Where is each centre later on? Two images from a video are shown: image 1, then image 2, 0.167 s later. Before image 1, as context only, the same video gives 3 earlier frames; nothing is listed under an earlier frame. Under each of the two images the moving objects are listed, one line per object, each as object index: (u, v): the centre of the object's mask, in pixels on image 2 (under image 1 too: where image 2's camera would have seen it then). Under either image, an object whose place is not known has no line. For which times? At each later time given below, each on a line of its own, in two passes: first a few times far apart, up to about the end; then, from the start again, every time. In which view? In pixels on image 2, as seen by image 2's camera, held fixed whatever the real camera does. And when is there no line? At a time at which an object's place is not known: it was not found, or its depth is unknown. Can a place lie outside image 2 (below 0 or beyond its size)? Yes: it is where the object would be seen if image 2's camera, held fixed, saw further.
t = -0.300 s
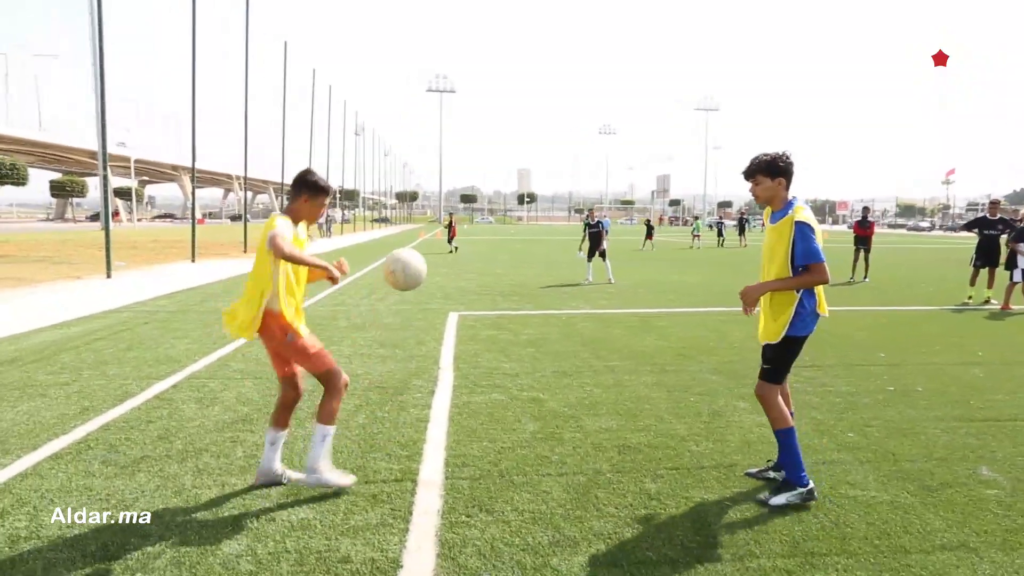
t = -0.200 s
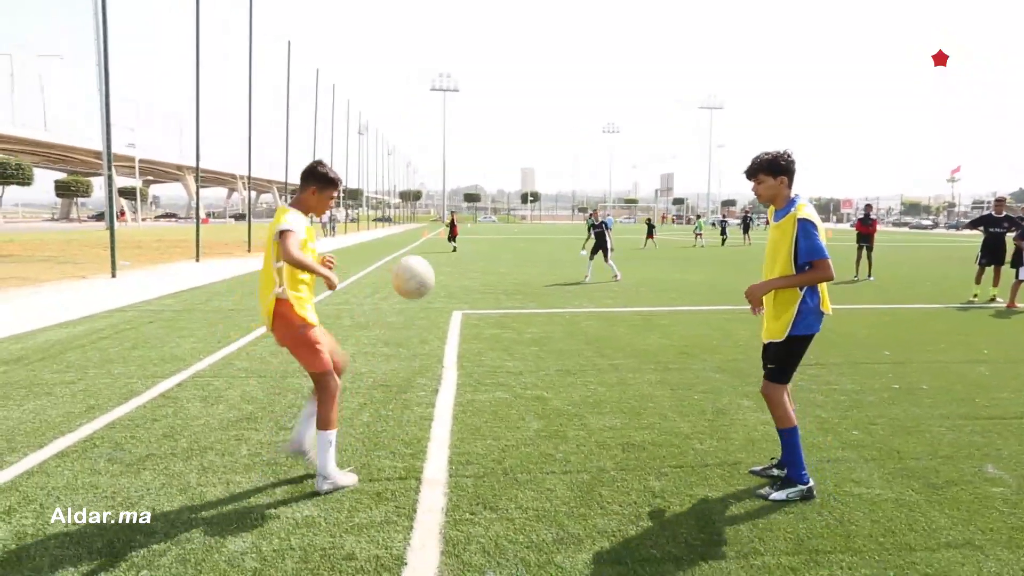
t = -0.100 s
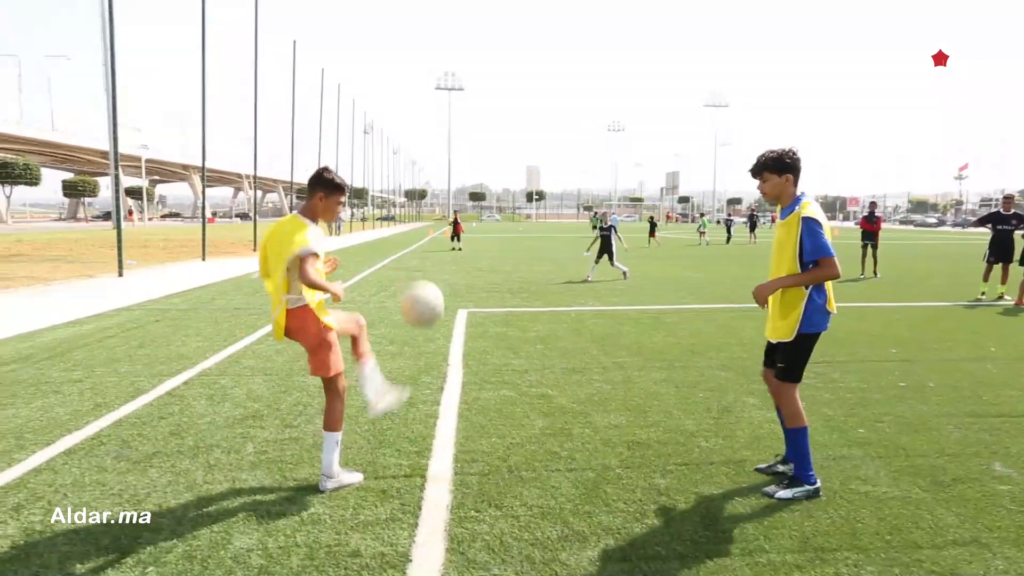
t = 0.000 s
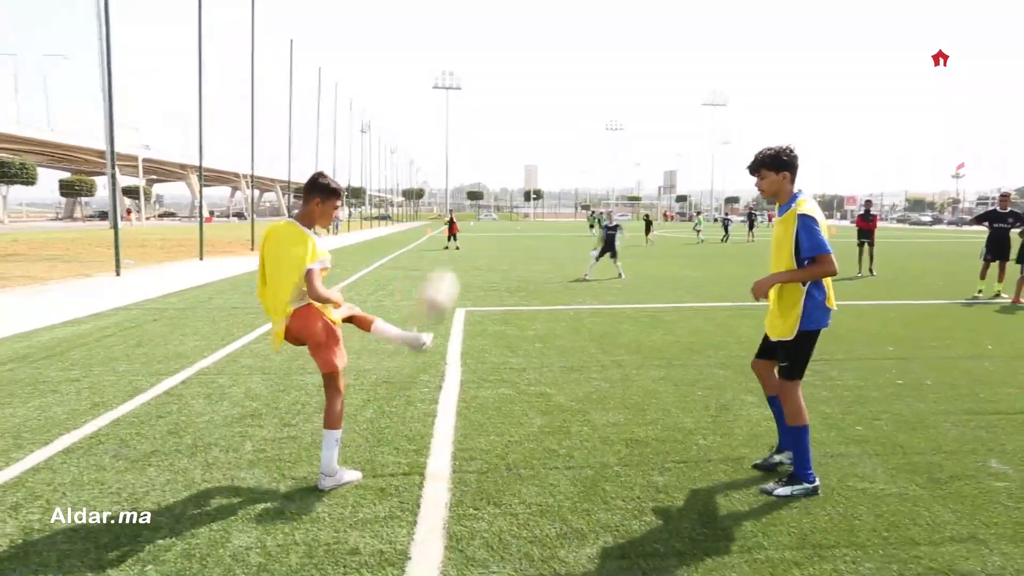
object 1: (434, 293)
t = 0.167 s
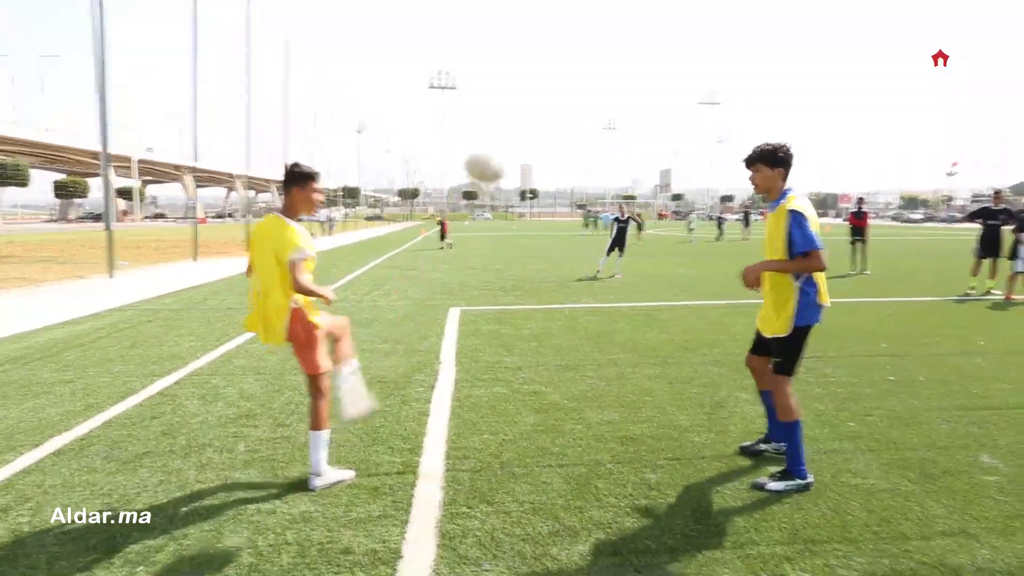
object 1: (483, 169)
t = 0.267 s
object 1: (518, 112)
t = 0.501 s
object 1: (603, 51)
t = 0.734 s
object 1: (684, 104)
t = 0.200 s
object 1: (495, 148)
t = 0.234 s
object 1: (506, 129)
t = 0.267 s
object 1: (518, 112)
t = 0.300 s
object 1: (530, 97)
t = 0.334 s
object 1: (542, 83)
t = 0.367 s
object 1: (554, 73)
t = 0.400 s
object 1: (565, 64)
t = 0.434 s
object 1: (576, 58)
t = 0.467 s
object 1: (589, 53)
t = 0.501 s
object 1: (603, 51)
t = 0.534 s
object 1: (614, 51)
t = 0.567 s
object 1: (625, 54)
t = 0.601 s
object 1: (637, 59)
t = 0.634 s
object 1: (650, 66)
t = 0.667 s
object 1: (661, 76)
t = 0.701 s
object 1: (672, 89)
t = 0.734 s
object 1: (684, 104)
